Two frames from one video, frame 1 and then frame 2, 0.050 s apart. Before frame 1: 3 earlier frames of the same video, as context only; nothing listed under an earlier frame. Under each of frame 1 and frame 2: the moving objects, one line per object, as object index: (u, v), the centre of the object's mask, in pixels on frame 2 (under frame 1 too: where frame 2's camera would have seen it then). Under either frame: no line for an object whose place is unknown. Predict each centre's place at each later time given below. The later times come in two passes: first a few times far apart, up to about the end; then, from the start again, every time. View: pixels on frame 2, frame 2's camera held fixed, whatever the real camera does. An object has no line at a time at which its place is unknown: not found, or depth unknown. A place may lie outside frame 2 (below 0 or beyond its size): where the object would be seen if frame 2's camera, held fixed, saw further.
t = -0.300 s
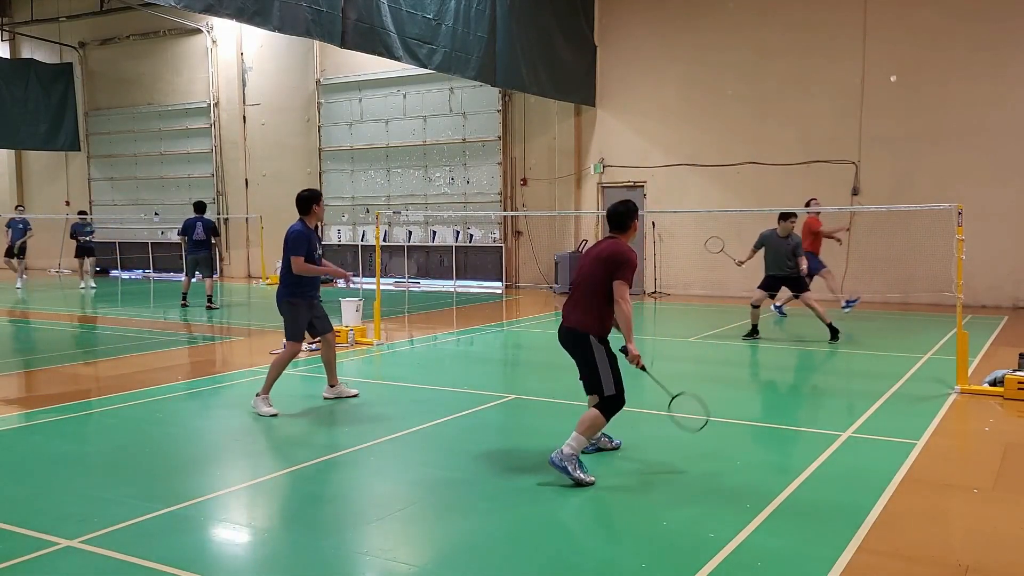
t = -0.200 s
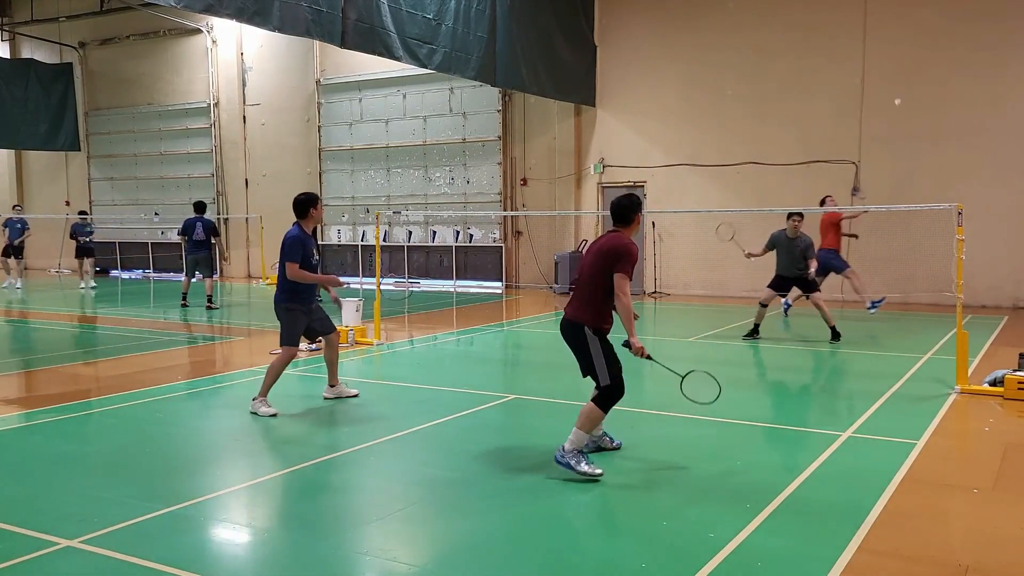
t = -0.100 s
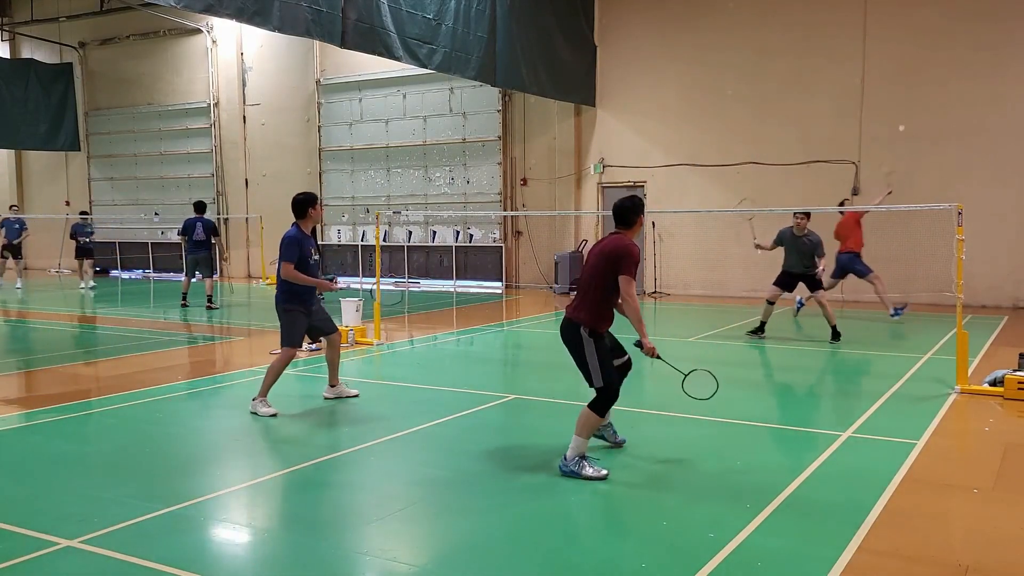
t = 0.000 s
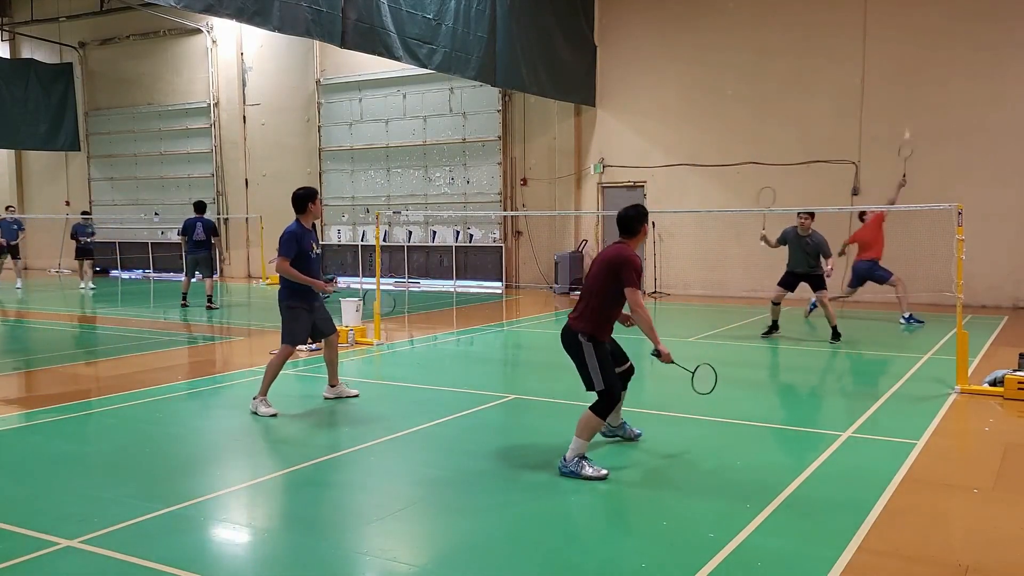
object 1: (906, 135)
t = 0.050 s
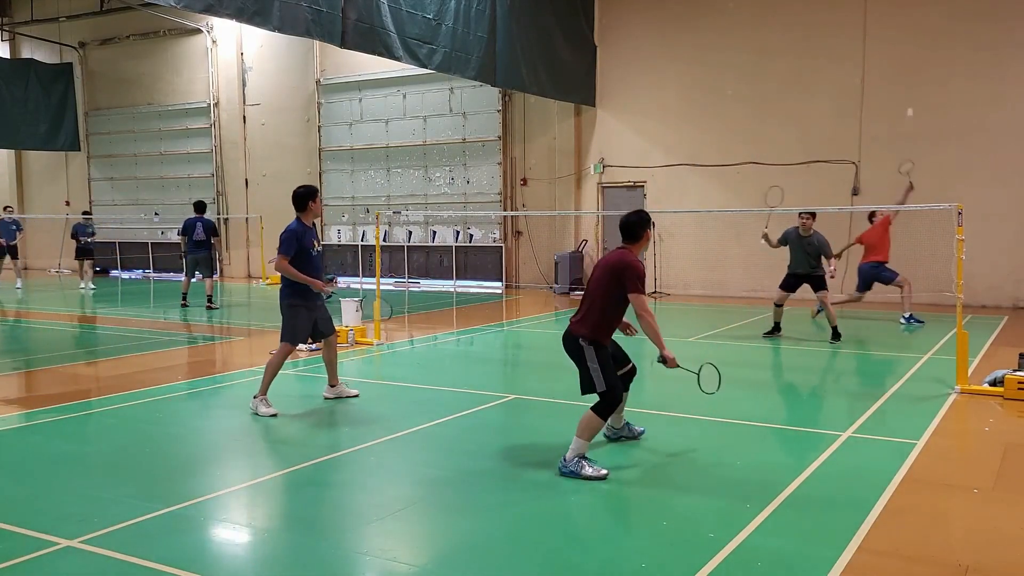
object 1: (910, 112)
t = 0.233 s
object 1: (915, 69)
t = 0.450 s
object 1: (919, 59)
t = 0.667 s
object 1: (919, 96)
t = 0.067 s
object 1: (910, 106)
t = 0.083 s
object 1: (909, 101)
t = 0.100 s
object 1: (910, 97)
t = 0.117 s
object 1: (910, 93)
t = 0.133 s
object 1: (911, 89)
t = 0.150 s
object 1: (912, 85)
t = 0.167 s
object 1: (912, 81)
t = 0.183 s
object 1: (913, 78)
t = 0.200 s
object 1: (913, 75)
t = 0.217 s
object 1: (915, 71)
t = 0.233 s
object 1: (915, 69)
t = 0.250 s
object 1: (916, 66)
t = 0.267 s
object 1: (916, 64)
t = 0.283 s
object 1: (916, 62)
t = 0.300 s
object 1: (916, 61)
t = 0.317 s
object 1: (917, 59)
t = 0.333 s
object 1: (917, 58)
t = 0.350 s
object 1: (917, 57)
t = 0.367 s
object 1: (917, 56)
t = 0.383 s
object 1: (918, 56)
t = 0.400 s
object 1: (918, 56)
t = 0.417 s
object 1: (918, 57)
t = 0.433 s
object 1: (919, 58)
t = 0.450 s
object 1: (919, 59)
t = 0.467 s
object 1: (919, 60)
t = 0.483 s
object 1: (919, 61)
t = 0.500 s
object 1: (919, 63)
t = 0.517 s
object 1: (919, 65)
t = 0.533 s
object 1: (919, 67)
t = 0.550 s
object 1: (919, 69)
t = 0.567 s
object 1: (919, 72)
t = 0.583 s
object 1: (919, 76)
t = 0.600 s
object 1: (920, 79)
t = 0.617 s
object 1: (920, 83)
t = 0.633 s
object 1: (919, 87)
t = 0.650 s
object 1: (919, 91)
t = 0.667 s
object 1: (919, 96)
